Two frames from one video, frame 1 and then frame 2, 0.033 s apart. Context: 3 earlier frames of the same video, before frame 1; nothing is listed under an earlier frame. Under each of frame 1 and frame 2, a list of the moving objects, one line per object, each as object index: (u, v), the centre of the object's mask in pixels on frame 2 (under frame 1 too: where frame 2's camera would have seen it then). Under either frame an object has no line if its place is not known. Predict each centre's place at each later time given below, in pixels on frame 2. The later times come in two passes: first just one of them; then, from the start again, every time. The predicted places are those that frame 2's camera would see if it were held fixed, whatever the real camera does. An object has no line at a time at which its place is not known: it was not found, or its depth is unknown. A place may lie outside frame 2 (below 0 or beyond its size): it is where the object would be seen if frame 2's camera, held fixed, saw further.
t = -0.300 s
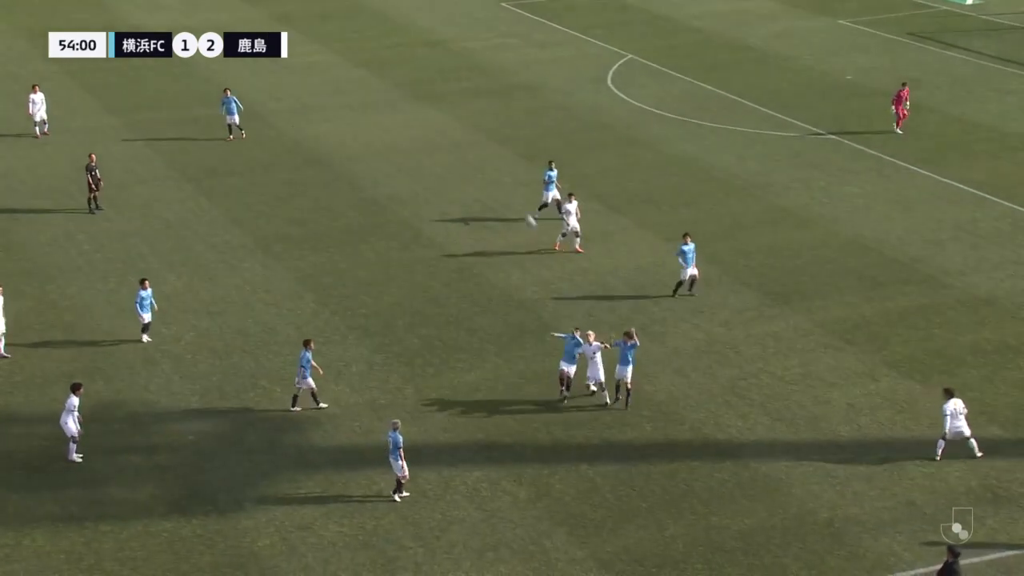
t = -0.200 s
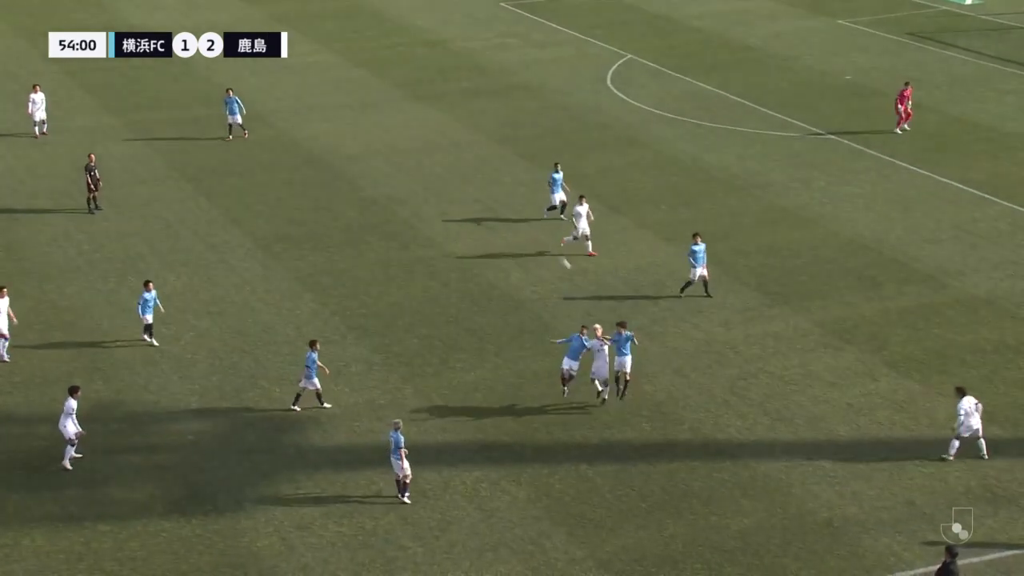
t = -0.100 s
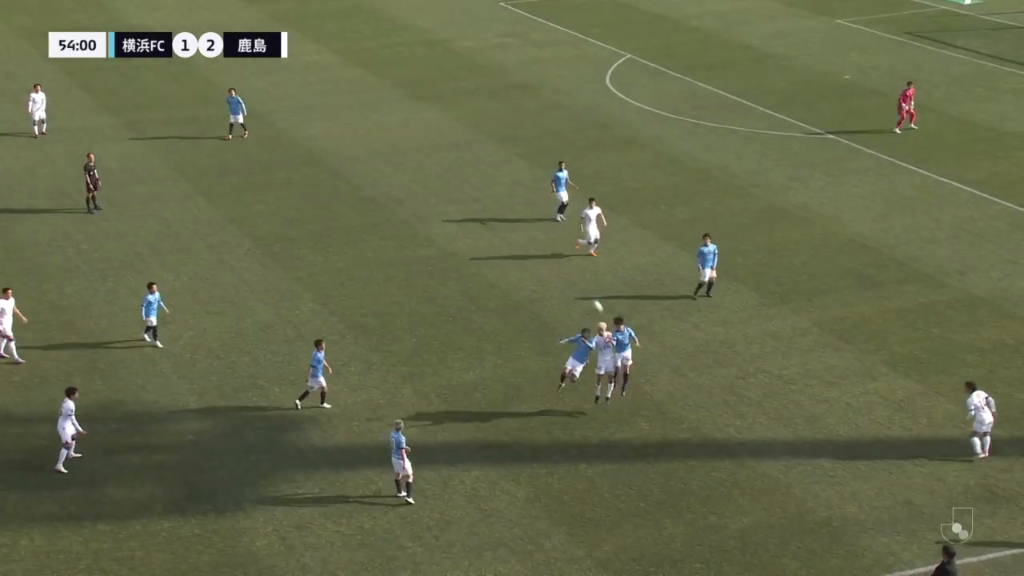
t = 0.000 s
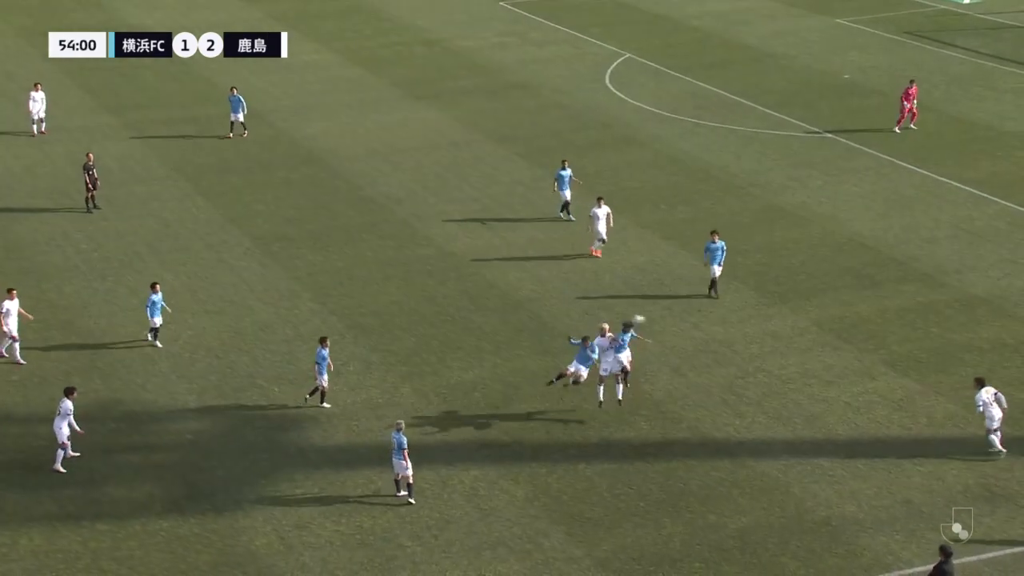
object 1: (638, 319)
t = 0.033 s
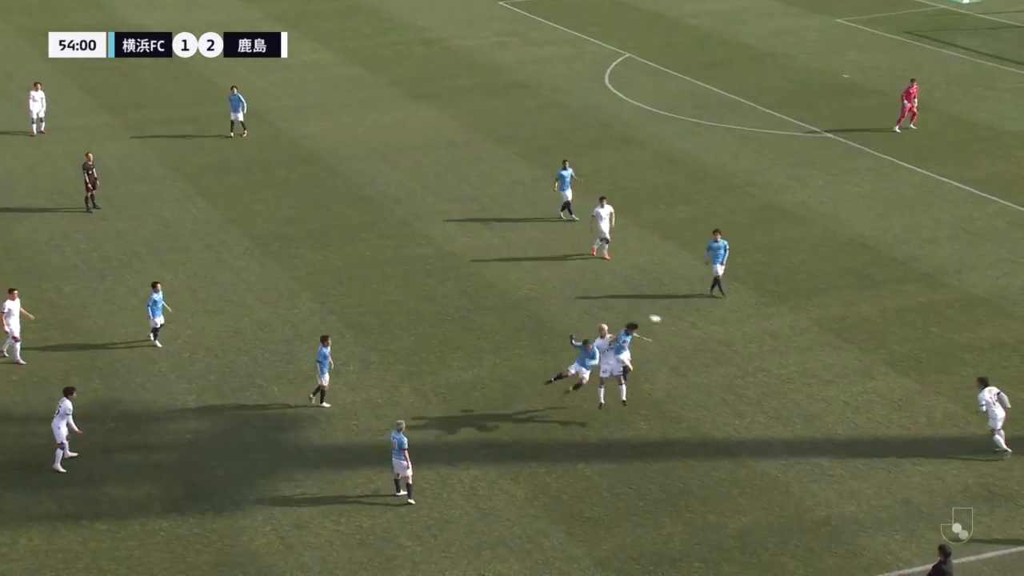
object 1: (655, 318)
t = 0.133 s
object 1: (700, 321)
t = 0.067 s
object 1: (670, 318)
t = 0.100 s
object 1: (684, 320)
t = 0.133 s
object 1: (700, 321)
